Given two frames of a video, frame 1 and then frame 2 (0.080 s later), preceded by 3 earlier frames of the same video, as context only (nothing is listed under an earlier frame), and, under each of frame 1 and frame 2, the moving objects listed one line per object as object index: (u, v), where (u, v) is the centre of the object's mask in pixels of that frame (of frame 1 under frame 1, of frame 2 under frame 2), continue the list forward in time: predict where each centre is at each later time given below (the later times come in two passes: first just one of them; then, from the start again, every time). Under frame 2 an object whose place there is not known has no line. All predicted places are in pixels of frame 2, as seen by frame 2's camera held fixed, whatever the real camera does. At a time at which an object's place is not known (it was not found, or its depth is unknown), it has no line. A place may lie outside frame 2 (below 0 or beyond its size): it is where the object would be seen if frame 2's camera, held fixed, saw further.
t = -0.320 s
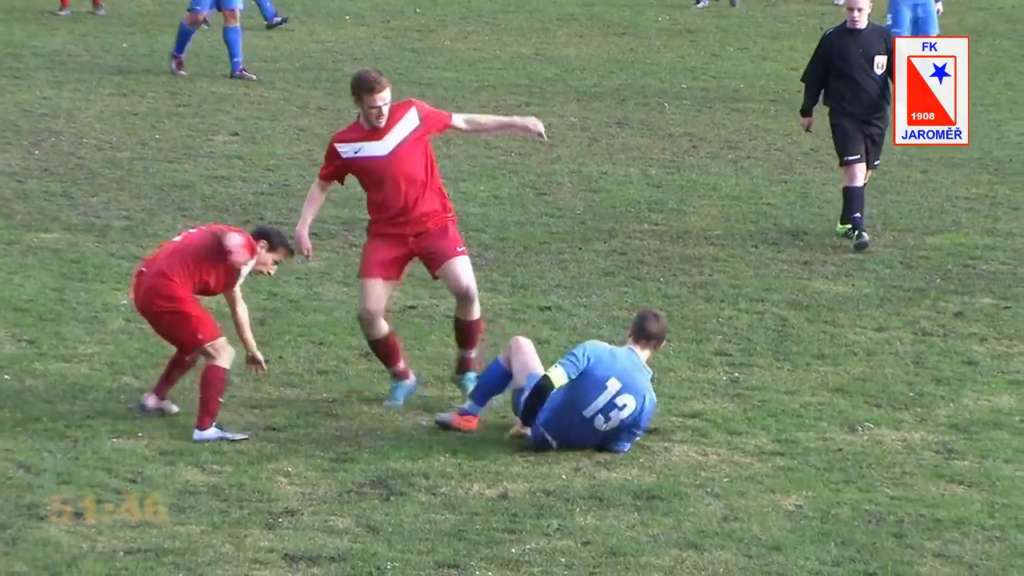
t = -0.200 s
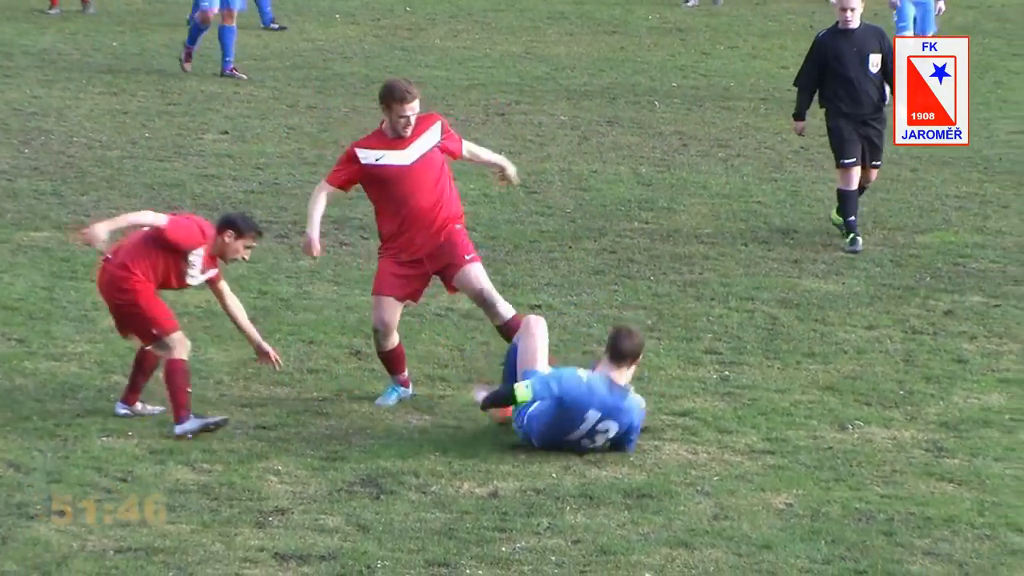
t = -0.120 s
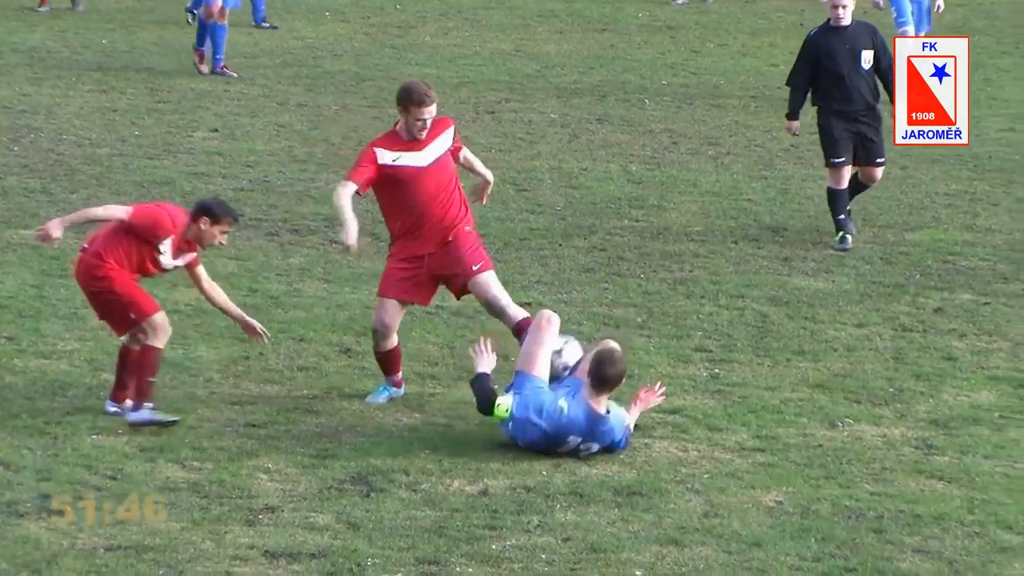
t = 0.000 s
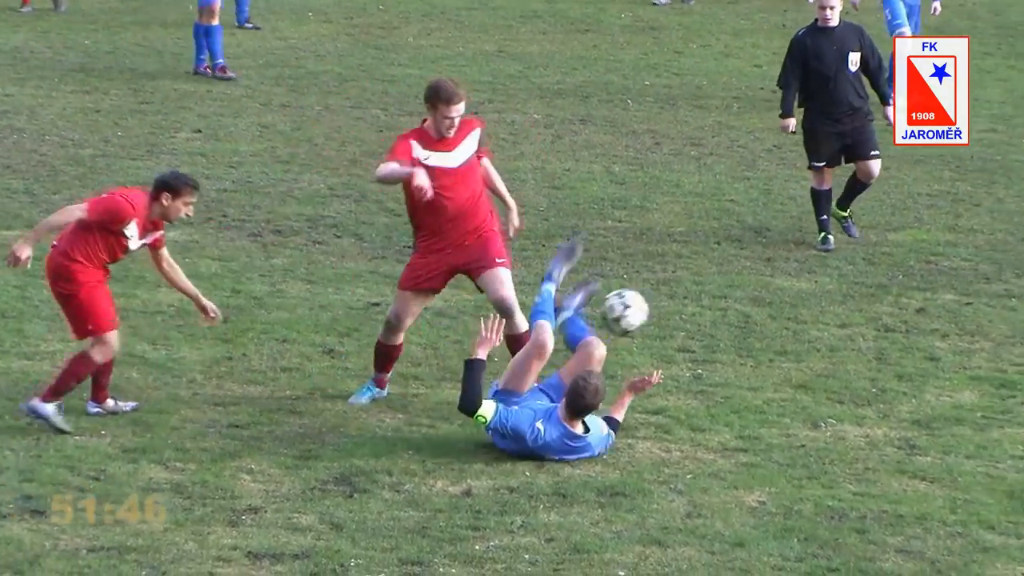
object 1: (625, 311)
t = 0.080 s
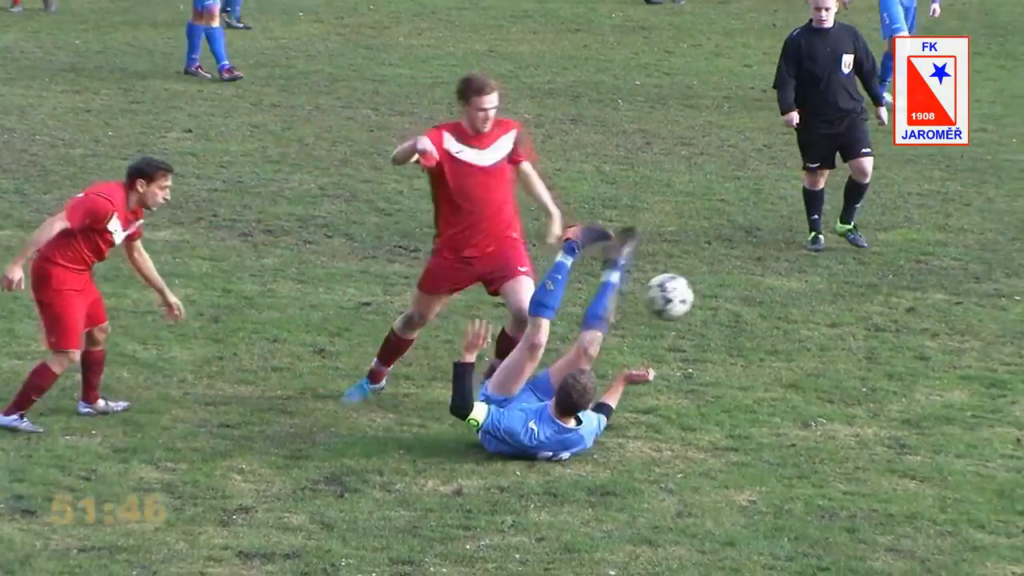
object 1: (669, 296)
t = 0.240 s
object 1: (777, 306)
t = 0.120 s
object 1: (696, 294)
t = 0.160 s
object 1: (723, 295)
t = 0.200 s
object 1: (750, 299)
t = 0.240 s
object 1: (777, 306)
